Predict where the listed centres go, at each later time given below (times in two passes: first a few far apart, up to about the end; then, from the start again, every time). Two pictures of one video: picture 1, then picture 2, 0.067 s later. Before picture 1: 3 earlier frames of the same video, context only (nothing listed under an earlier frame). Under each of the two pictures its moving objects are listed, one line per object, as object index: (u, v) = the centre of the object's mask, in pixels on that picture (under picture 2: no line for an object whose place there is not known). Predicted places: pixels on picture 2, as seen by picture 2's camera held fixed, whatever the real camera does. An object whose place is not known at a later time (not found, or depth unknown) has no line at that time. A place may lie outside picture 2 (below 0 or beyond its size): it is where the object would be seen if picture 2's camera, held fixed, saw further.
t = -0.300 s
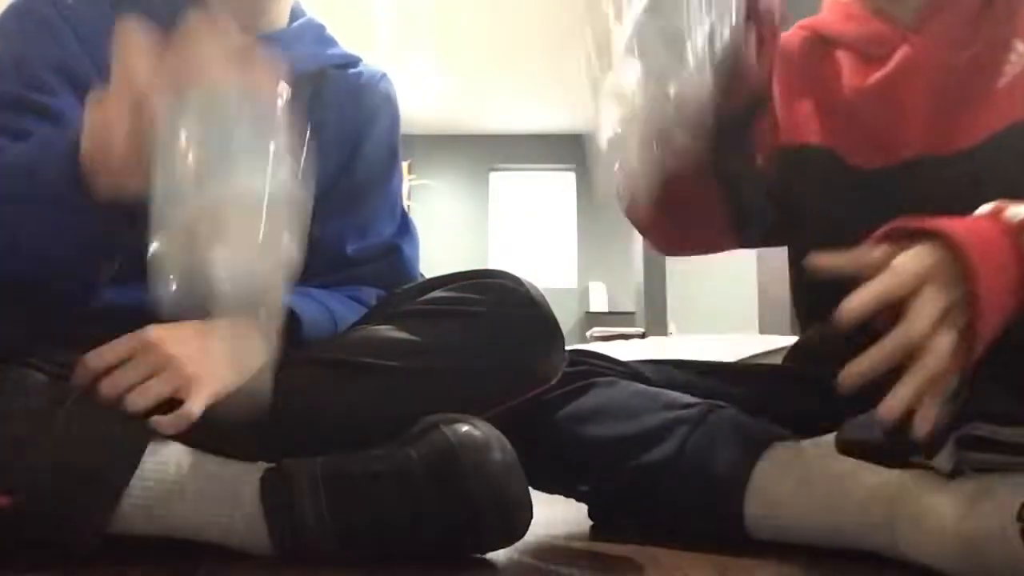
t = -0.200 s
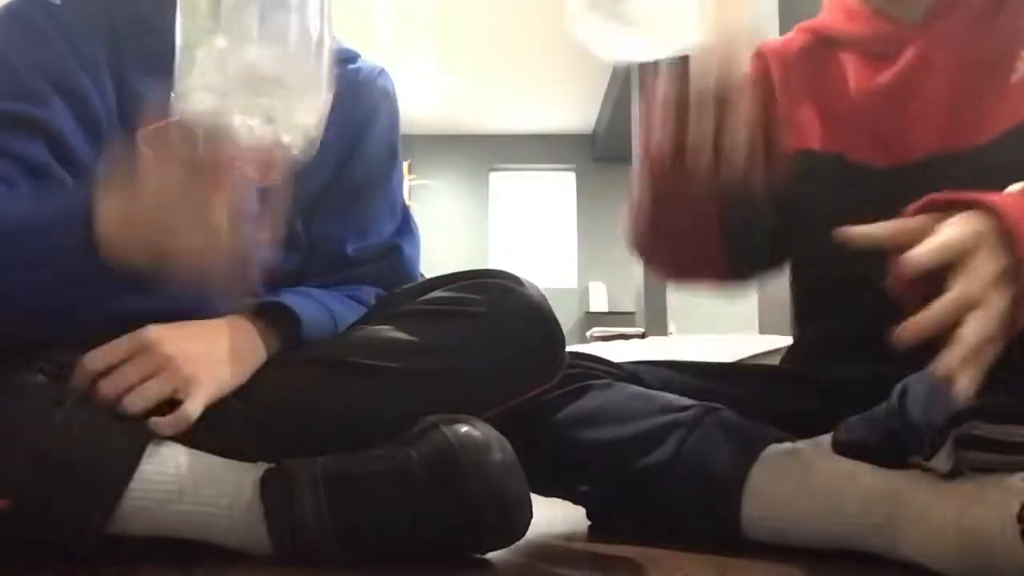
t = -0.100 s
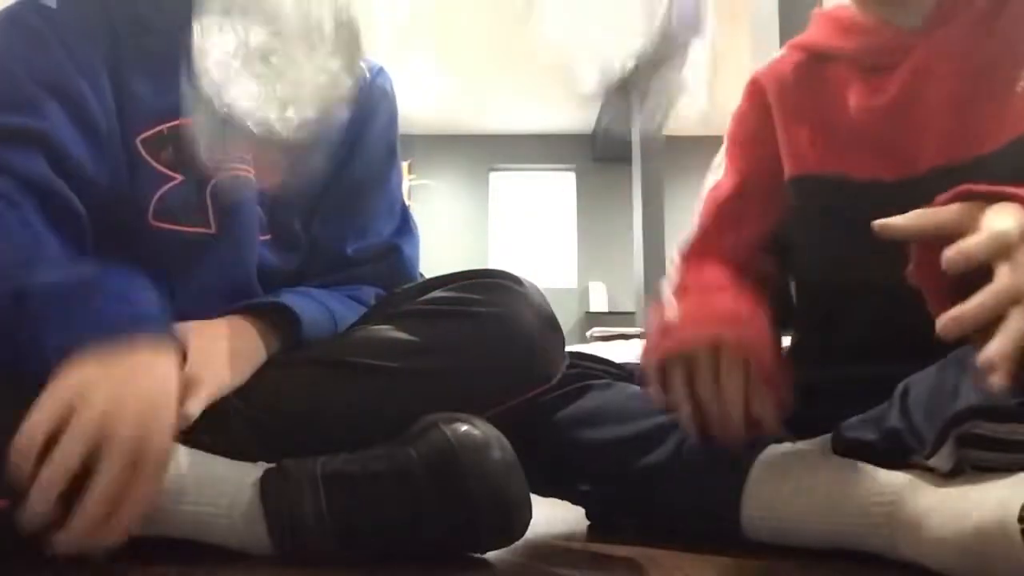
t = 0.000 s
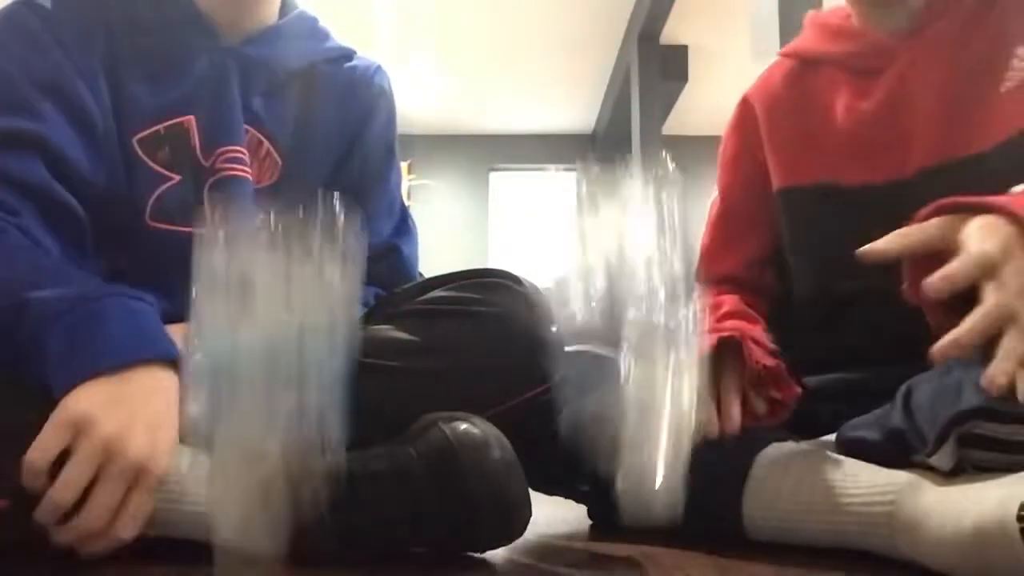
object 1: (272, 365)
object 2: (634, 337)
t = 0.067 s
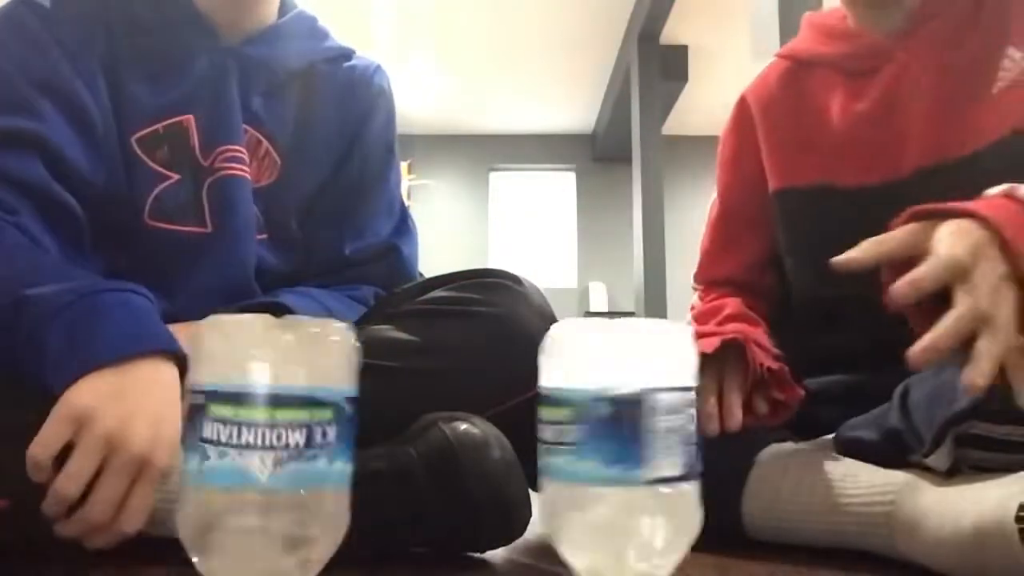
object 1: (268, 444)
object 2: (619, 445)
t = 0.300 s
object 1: (253, 446)
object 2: (618, 445)
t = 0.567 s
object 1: (253, 446)
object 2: (614, 446)
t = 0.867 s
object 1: (253, 446)
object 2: (614, 446)
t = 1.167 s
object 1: (253, 446)
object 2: (615, 446)
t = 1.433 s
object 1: (253, 446)
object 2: (614, 446)
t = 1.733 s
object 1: (253, 446)
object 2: (615, 446)
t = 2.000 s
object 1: (253, 446)
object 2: (615, 446)
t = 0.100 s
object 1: (263, 444)
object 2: (613, 445)
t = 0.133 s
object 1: (261, 446)
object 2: (611, 446)
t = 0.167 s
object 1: (254, 448)
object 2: (614, 447)
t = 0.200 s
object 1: (251, 448)
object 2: (612, 447)
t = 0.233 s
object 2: (612, 447)
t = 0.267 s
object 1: (250, 447)
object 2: (615, 446)
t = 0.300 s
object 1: (253, 446)
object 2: (618, 445)
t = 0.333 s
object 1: (254, 446)
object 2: (619, 446)
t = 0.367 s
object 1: (254, 447)
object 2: (618, 446)
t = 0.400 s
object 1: (254, 446)
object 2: (613, 446)
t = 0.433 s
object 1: (254, 446)
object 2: (612, 445)
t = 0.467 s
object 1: (253, 447)
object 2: (614, 446)
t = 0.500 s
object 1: (254, 446)
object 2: (614, 446)
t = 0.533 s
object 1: (253, 447)
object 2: (614, 446)
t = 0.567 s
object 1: (253, 446)
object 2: (614, 446)
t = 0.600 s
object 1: (253, 446)
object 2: (614, 446)
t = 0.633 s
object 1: (253, 446)
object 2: (614, 446)
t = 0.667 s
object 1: (253, 447)
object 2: (614, 446)
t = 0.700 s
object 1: (254, 447)
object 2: (614, 446)
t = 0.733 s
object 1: (253, 446)
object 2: (614, 446)
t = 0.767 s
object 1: (253, 446)
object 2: (614, 446)
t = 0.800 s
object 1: (253, 446)
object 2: (614, 446)
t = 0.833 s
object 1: (253, 446)
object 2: (614, 446)
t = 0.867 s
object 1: (253, 446)
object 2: (614, 446)
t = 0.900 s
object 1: (253, 446)
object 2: (614, 446)
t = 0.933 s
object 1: (253, 446)
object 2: (614, 447)
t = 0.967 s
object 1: (253, 446)
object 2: (614, 447)
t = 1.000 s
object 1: (253, 446)
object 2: (614, 446)
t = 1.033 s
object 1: (253, 446)
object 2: (614, 447)
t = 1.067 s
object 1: (253, 446)
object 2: (614, 446)
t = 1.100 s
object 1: (253, 446)
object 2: (615, 446)
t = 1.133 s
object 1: (253, 446)
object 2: (614, 446)
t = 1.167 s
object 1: (253, 446)
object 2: (615, 446)
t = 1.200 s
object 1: (253, 446)
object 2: (614, 446)
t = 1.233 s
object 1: (253, 446)
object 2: (614, 446)
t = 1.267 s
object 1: (253, 446)
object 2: (615, 446)
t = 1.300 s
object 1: (253, 446)
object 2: (614, 446)
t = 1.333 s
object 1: (253, 446)
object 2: (614, 446)
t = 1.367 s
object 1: (253, 446)
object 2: (615, 446)
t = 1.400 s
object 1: (253, 446)
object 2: (614, 446)
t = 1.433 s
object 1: (253, 446)
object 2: (614, 446)
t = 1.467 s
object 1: (253, 446)
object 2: (615, 446)
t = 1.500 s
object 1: (253, 446)
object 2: (615, 446)
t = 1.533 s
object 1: (253, 446)
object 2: (615, 446)
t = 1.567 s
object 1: (253, 446)
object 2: (615, 446)
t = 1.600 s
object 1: (253, 446)
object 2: (615, 446)
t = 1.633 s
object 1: (253, 446)
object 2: (615, 446)
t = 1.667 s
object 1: (253, 446)
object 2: (615, 446)
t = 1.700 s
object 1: (253, 446)
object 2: (615, 446)
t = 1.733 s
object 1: (253, 446)
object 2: (615, 446)
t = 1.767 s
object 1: (253, 446)
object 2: (615, 446)
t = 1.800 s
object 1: (253, 446)
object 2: (615, 446)
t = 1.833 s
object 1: (253, 446)
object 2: (615, 446)
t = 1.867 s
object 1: (253, 446)
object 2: (615, 446)
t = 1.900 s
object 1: (253, 446)
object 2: (615, 446)
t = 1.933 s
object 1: (253, 446)
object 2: (615, 446)
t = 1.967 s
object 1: (253, 446)
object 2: (615, 446)
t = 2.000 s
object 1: (253, 446)
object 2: (615, 446)
